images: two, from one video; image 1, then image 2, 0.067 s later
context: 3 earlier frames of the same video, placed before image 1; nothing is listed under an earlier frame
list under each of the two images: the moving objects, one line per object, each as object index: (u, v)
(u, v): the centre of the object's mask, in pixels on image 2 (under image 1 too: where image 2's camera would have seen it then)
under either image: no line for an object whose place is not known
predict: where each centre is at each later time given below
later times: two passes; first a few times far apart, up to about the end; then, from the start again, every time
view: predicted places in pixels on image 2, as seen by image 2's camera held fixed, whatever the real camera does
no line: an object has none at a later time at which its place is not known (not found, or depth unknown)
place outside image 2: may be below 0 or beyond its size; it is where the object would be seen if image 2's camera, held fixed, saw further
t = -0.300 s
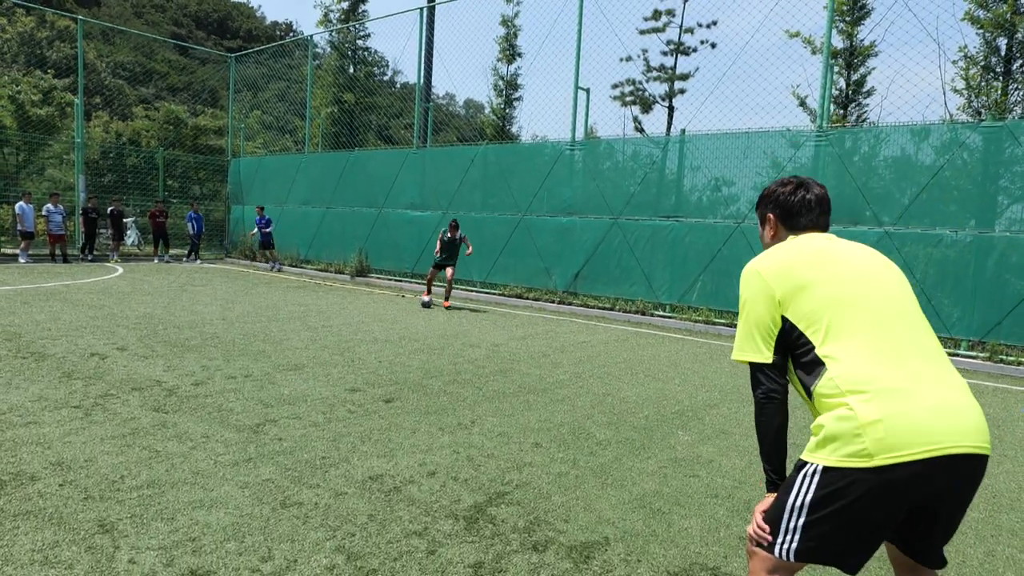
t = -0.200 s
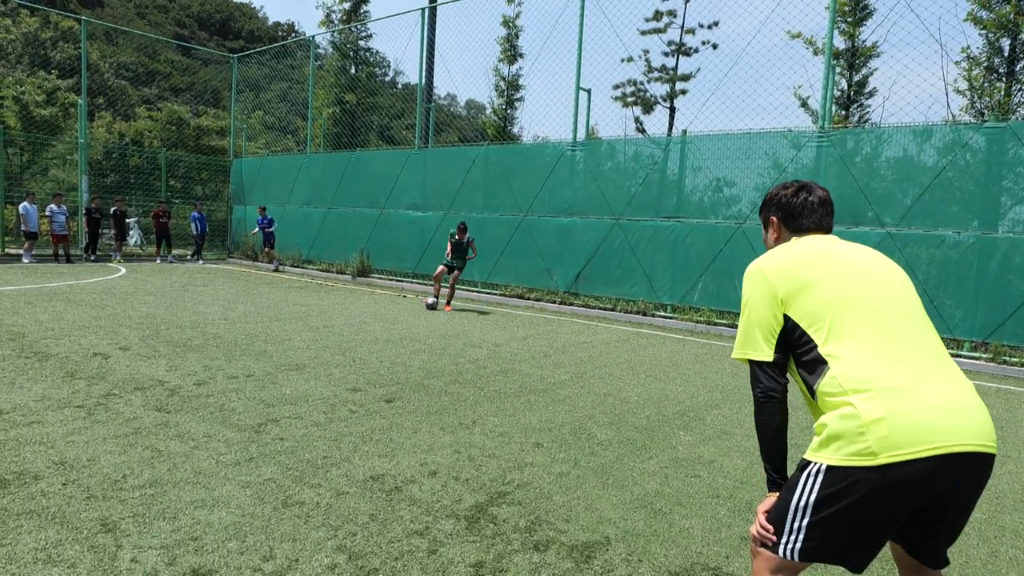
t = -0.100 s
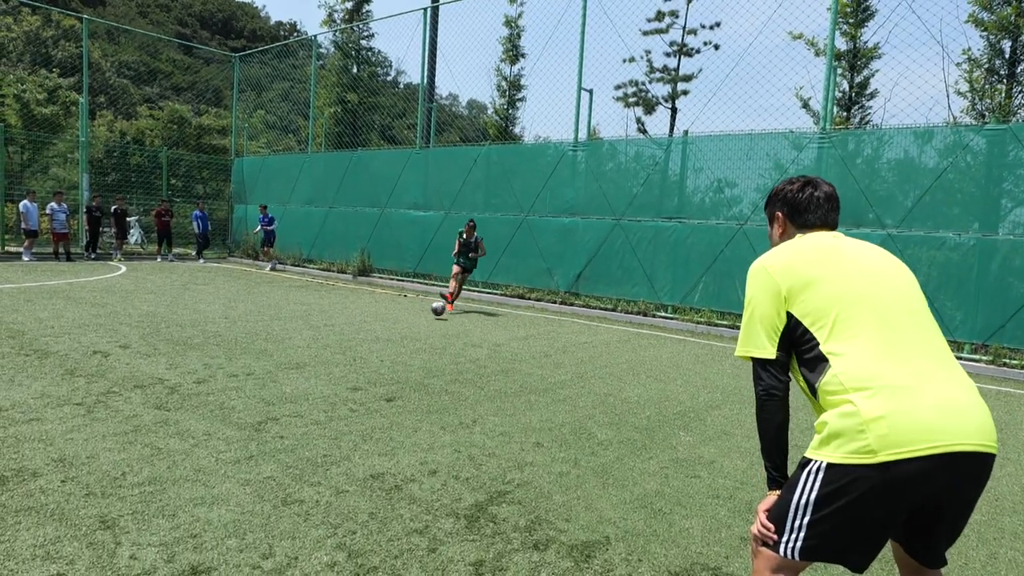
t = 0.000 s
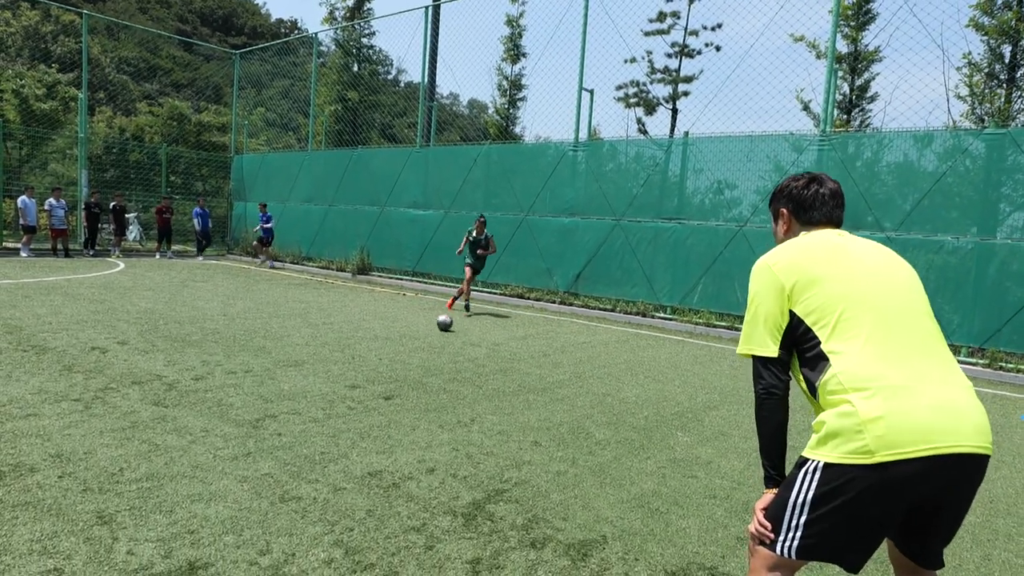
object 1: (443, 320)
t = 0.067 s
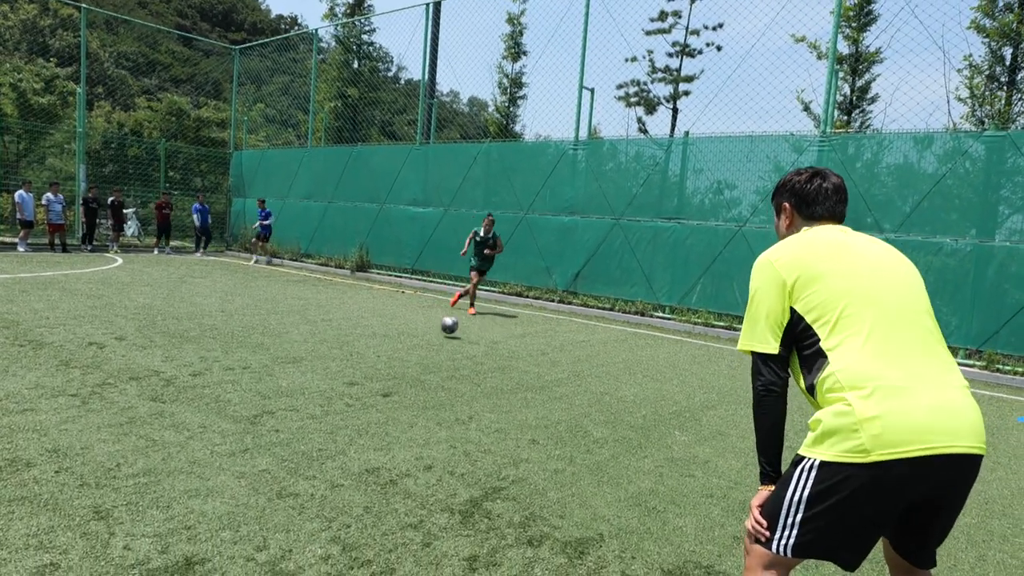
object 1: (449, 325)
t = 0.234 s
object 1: (468, 353)
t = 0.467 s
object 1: (510, 406)
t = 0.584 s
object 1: (546, 438)
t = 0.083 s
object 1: (451, 326)
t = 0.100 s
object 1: (452, 327)
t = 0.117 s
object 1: (454, 329)
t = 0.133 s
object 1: (456, 332)
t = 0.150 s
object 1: (458, 334)
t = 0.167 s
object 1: (460, 337)
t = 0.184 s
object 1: (462, 340)
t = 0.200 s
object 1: (463, 344)
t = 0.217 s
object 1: (466, 348)
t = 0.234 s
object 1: (468, 353)
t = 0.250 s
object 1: (470, 359)
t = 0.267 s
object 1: (472, 360)
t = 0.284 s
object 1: (475, 361)
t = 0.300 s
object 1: (478, 362)
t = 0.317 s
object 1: (481, 364)
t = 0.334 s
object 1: (484, 367)
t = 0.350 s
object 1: (486, 370)
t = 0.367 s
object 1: (489, 373)
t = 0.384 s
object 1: (492, 377)
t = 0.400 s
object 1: (496, 381)
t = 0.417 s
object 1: (499, 386)
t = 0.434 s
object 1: (503, 391)
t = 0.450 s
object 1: (507, 398)
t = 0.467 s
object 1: (510, 406)
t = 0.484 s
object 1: (515, 413)
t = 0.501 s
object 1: (519, 416)
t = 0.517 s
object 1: (524, 419)
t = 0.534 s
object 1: (529, 422)
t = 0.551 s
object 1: (534, 427)
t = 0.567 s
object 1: (540, 432)
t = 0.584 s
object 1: (546, 438)
